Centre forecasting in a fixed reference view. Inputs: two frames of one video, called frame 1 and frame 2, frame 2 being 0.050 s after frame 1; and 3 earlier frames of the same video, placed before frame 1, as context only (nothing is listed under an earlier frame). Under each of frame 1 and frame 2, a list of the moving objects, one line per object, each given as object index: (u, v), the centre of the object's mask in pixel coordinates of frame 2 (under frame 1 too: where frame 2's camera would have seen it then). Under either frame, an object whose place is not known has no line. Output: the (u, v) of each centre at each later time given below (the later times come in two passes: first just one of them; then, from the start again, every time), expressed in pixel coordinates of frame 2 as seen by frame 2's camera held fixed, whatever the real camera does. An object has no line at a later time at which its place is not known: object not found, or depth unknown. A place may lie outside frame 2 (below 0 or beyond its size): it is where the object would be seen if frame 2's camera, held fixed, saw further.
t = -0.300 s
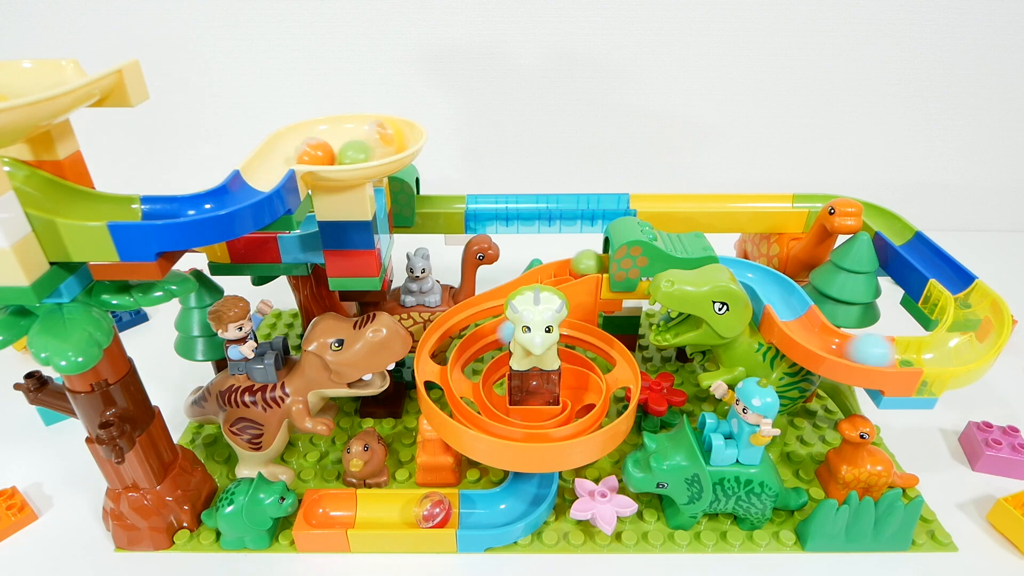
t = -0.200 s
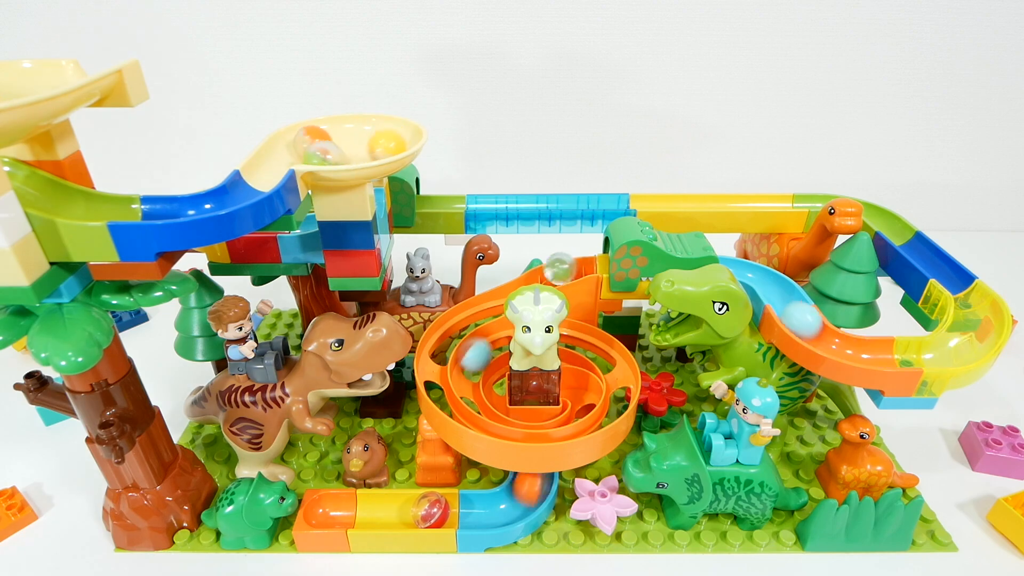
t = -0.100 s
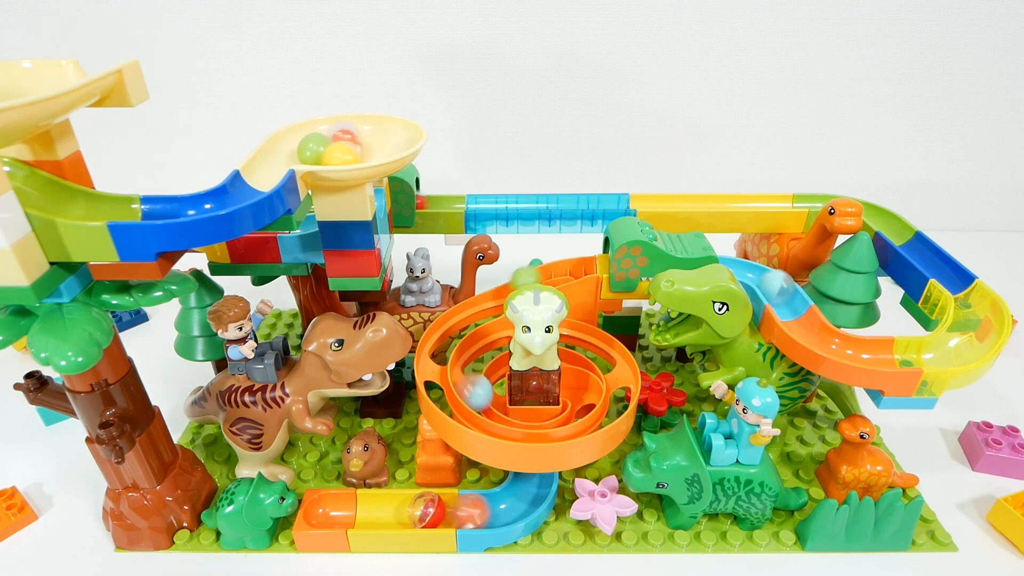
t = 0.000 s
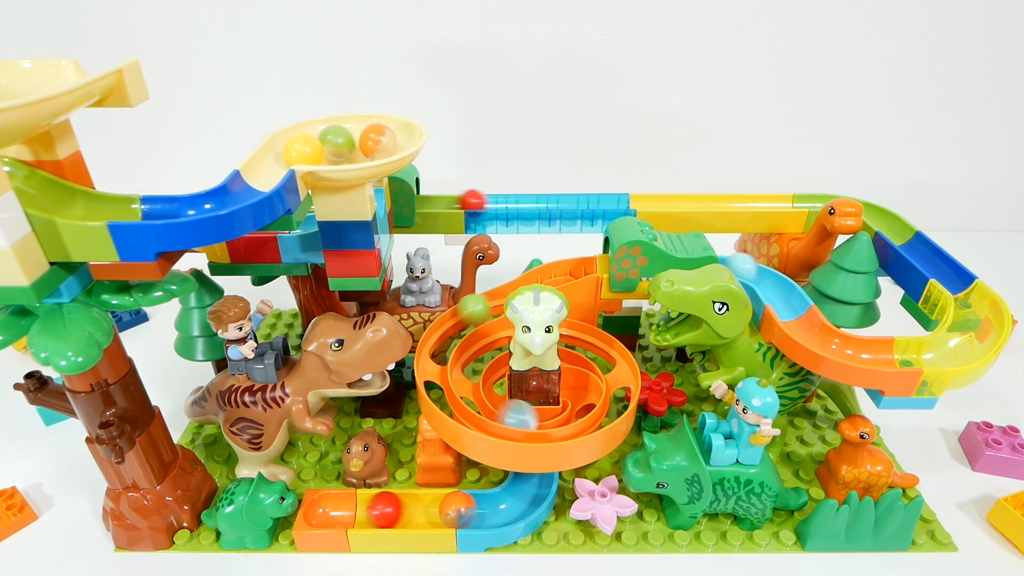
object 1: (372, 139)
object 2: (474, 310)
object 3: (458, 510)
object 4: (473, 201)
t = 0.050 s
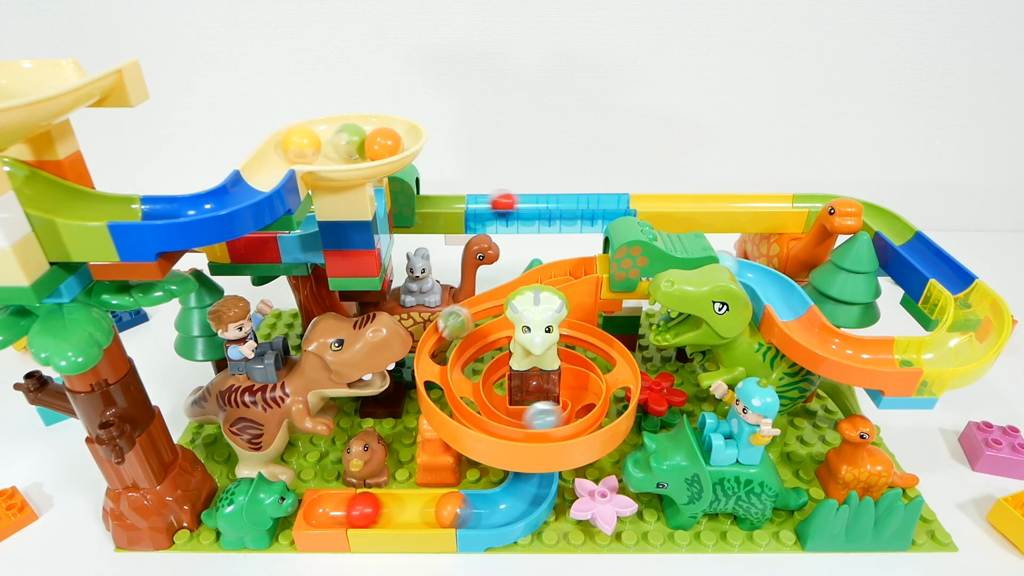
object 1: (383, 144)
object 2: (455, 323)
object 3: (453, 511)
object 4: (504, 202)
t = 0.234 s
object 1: (332, 154)
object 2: (441, 385)
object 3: (438, 510)
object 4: (609, 202)
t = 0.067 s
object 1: (382, 145)
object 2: (452, 325)
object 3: (451, 510)
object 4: (513, 202)
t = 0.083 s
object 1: (381, 146)
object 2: (447, 329)
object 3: (450, 510)
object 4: (523, 202)
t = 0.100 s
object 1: (378, 147)
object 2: (443, 337)
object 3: (449, 510)
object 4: (532, 201)
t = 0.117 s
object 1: (375, 149)
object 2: (439, 342)
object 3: (448, 510)
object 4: (542, 201)
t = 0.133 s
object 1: (371, 152)
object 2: (437, 348)
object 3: (446, 510)
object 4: (552, 201)
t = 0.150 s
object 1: (367, 153)
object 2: (435, 354)
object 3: (445, 511)
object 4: (561, 201)
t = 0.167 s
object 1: (362, 154)
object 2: (435, 358)
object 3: (444, 511)
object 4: (571, 201)
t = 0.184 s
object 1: (356, 154)
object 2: (436, 366)
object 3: (442, 510)
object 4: (582, 200)
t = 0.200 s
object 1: (349, 154)
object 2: (437, 372)
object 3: (441, 510)
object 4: (592, 201)
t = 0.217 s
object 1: (340, 154)
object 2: (439, 379)
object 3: (440, 510)
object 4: (601, 202)
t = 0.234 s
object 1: (332, 154)
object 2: (441, 385)
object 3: (438, 510)
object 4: (609, 202)
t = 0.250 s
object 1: (325, 154)
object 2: (445, 389)
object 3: (437, 510)
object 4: (618, 201)
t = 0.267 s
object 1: (320, 153)
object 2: (451, 394)
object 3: (435, 510)
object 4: (627, 201)
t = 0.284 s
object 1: (315, 152)
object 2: (459, 401)
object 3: (433, 510)
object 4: (637, 200)
